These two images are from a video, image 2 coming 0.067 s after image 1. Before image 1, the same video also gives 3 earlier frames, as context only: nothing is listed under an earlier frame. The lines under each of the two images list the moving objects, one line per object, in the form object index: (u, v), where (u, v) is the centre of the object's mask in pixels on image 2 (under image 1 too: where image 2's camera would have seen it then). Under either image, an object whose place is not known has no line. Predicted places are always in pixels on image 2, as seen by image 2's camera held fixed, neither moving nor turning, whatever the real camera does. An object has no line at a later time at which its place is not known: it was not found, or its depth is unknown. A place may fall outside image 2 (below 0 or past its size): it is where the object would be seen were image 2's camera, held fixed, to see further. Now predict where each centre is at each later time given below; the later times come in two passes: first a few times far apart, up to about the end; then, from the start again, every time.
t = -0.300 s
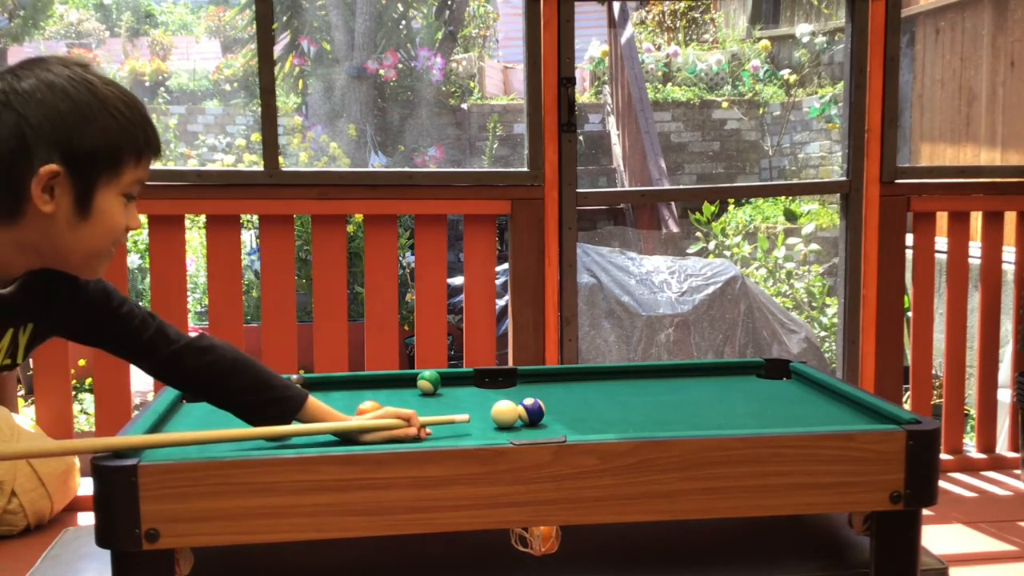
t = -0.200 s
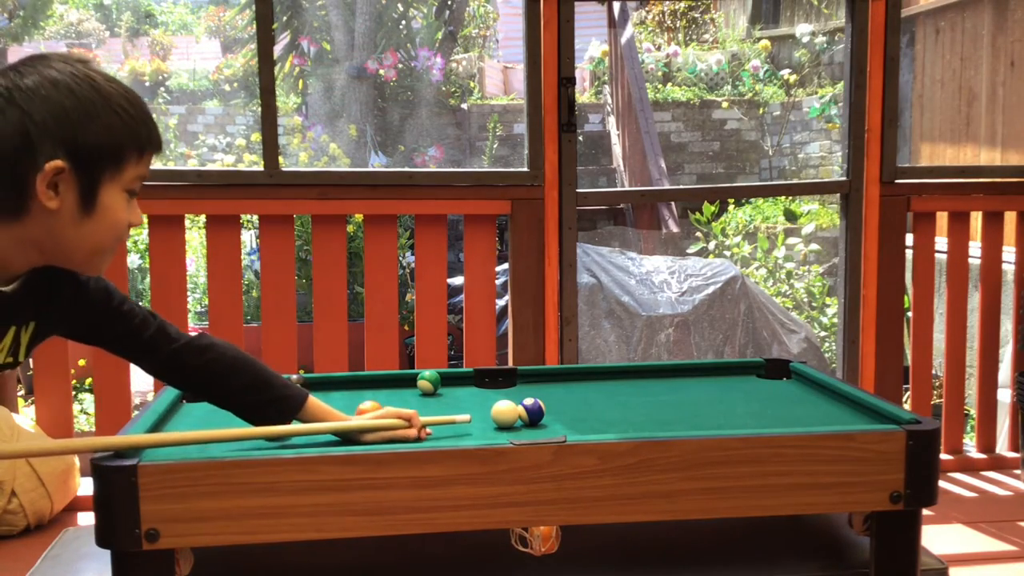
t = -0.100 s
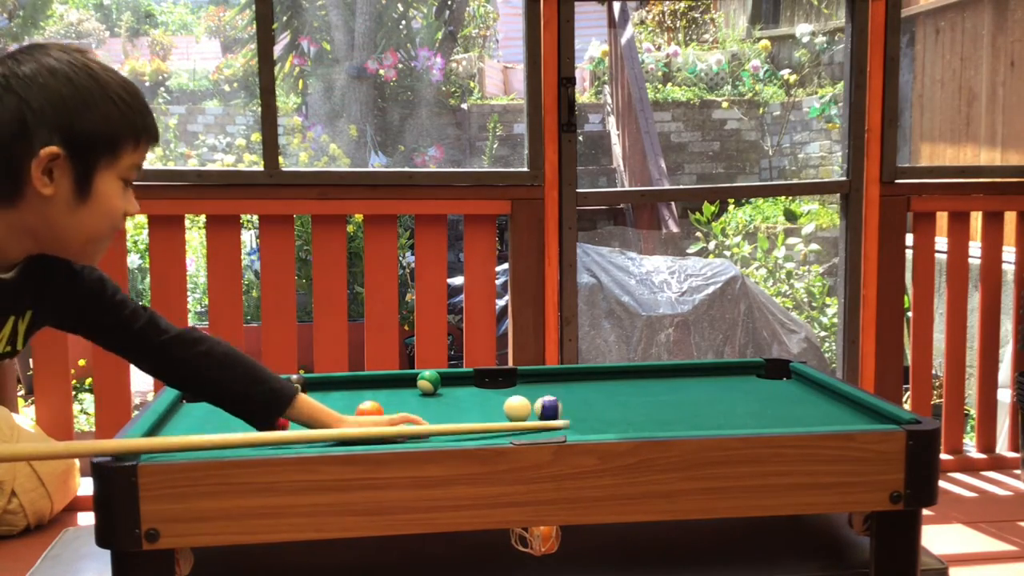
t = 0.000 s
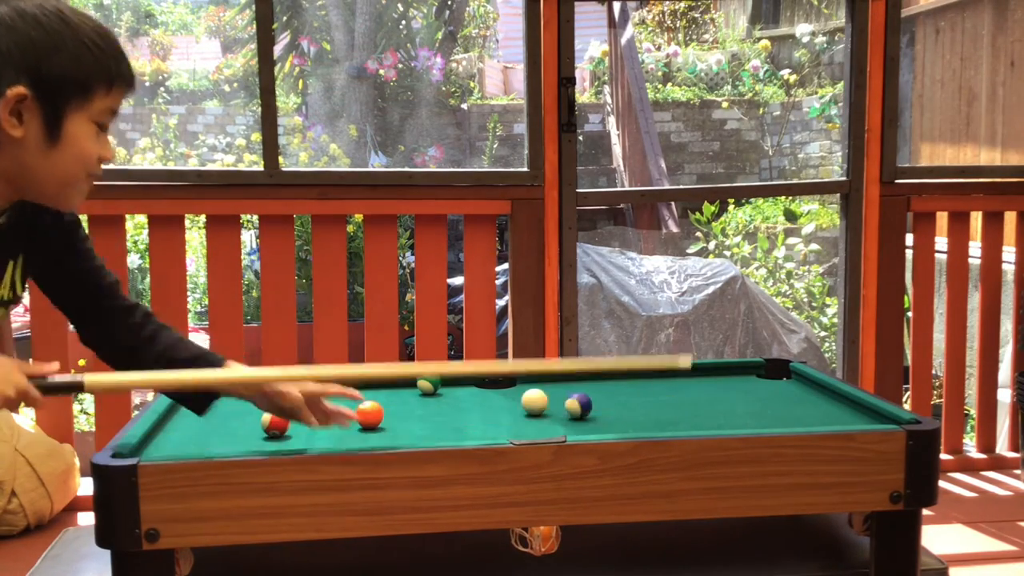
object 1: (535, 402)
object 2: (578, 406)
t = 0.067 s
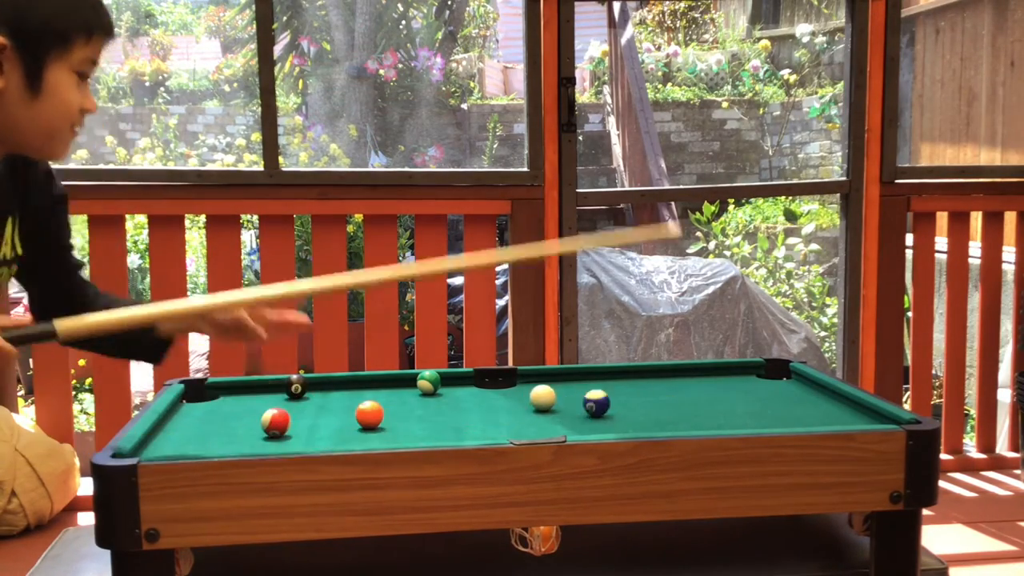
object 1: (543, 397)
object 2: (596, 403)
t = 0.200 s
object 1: (557, 390)
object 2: (629, 398)
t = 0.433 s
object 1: (573, 379)
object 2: (675, 393)
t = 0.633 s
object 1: (580, 372)
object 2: (705, 389)
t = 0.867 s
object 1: (592, 375)
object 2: (730, 385)
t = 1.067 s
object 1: (597, 376)
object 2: (741, 383)
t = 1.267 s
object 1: (597, 377)
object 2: (745, 382)
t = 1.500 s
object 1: (596, 378)
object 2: (744, 382)
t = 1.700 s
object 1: (596, 378)
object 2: (744, 382)
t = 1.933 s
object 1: (596, 378)
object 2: (744, 382)
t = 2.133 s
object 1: (596, 378)
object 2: (744, 382)
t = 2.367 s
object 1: (596, 378)
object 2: (744, 382)
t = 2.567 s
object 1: (595, 378)
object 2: (744, 382)
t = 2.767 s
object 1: (595, 378)
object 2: (744, 382)
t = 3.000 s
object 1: (596, 378)
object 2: (744, 382)
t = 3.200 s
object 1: (596, 378)
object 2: (744, 382)
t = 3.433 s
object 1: (596, 378)
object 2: (744, 382)
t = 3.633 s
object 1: (596, 378)
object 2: (744, 382)
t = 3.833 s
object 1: (596, 378)
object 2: (744, 381)
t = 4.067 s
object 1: (596, 378)
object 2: (744, 381)
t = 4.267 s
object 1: (596, 378)
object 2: (744, 382)
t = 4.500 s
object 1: (595, 378)
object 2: (744, 381)
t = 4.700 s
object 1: (596, 378)
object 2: (744, 381)
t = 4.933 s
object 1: (595, 378)
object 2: (744, 381)
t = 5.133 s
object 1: (596, 378)
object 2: (743, 382)
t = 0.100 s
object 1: (547, 396)
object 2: (605, 402)
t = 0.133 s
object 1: (550, 394)
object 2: (613, 401)
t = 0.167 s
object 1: (553, 392)
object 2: (620, 400)
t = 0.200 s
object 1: (557, 390)
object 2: (629, 398)
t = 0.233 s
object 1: (559, 388)
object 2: (637, 398)
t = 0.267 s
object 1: (562, 387)
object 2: (643, 397)
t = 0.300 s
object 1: (564, 385)
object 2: (650, 396)
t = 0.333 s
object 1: (567, 384)
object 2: (657, 395)
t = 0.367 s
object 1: (569, 382)
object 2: (663, 394)
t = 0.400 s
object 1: (571, 381)
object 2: (670, 393)
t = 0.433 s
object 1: (573, 379)
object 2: (675, 393)
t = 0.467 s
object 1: (574, 378)
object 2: (680, 392)
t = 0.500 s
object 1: (576, 377)
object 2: (685, 391)
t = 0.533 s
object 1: (577, 375)
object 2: (691, 390)
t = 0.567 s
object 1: (578, 374)
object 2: (696, 390)
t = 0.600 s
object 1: (579, 373)
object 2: (701, 389)
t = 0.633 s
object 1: (580, 372)
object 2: (705, 389)
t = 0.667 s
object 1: (582, 372)
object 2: (709, 388)
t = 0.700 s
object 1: (585, 373)
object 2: (713, 388)
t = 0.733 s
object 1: (586, 373)
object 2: (717, 387)
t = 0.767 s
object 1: (588, 374)
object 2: (720, 386)
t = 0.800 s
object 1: (590, 374)
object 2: (724, 386)
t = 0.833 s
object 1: (591, 374)
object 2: (727, 386)
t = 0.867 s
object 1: (592, 375)
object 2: (730, 385)
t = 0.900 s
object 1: (594, 375)
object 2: (732, 385)
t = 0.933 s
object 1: (594, 375)
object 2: (734, 385)
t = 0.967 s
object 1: (595, 375)
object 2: (736, 384)
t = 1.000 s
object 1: (596, 376)
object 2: (738, 384)
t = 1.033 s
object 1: (596, 376)
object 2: (740, 383)
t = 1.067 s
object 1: (597, 376)
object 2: (741, 383)
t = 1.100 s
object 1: (597, 376)
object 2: (742, 383)
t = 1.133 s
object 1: (597, 377)
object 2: (744, 382)
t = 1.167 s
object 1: (597, 377)
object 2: (744, 382)
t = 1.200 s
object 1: (597, 377)
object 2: (745, 382)
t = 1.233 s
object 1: (597, 377)
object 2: (745, 382)
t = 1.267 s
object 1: (597, 377)
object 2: (745, 382)
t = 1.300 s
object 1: (597, 377)
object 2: (745, 382)
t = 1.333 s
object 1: (597, 378)
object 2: (745, 382)
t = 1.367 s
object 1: (597, 378)
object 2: (745, 382)
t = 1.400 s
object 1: (596, 378)
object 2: (745, 382)
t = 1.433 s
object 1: (596, 378)
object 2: (744, 382)
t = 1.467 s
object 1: (596, 378)
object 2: (744, 381)
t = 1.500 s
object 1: (596, 378)
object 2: (744, 382)
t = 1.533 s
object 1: (596, 378)
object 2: (744, 382)
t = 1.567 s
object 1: (596, 378)
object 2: (744, 382)
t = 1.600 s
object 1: (595, 378)
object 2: (744, 382)
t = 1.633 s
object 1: (596, 378)
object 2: (744, 382)
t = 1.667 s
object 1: (596, 378)
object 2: (744, 382)
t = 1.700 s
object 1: (596, 378)
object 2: (744, 382)
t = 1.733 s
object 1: (595, 378)
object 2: (744, 382)
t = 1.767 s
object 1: (595, 378)
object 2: (744, 382)
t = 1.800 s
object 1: (595, 378)
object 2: (744, 382)
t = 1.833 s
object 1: (596, 378)
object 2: (744, 382)
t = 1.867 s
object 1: (595, 378)
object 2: (744, 382)
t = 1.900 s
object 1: (596, 378)
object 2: (744, 382)
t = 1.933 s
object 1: (596, 378)
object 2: (744, 382)
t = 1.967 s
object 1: (596, 378)
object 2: (744, 382)
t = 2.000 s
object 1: (596, 378)
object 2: (744, 382)
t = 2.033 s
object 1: (596, 378)
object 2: (744, 382)
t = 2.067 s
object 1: (596, 378)
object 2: (744, 382)
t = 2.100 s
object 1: (596, 378)
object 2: (744, 382)
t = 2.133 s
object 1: (596, 378)
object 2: (744, 382)
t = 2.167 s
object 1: (596, 378)
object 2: (744, 382)
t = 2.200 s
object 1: (596, 378)
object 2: (744, 382)
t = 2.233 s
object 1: (596, 378)
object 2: (744, 382)
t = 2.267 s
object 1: (595, 378)
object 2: (744, 382)
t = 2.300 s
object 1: (596, 378)
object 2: (744, 382)
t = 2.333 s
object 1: (596, 378)
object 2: (744, 382)
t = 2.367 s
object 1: (596, 378)
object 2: (744, 382)
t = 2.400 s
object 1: (595, 378)
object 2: (744, 382)
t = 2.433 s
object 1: (596, 378)
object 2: (744, 382)
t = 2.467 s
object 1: (595, 378)
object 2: (744, 382)
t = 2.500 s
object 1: (596, 378)
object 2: (744, 382)
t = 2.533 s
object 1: (596, 378)
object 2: (744, 382)
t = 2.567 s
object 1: (595, 378)
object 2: (744, 382)
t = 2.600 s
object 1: (596, 378)
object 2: (744, 382)
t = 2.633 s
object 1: (596, 378)
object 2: (744, 382)
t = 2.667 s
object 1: (595, 378)
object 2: (744, 382)
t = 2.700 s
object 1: (595, 378)
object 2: (744, 382)
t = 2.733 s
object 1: (595, 378)
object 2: (744, 382)
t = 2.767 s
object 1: (595, 378)
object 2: (744, 382)
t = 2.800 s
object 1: (596, 378)
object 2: (744, 382)
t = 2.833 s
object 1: (595, 378)
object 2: (744, 382)
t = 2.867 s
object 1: (596, 378)
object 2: (744, 382)
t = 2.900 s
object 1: (595, 378)
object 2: (744, 382)
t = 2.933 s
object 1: (595, 378)
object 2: (743, 382)
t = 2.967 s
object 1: (596, 378)
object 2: (743, 382)
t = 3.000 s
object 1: (596, 378)
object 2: (744, 382)
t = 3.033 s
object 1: (595, 378)
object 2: (744, 382)
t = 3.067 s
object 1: (595, 378)
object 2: (744, 382)
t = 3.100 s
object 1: (595, 378)
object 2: (744, 382)
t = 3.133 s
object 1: (595, 378)
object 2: (744, 382)
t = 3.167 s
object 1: (596, 378)
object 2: (744, 382)
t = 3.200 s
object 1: (596, 378)
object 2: (744, 382)
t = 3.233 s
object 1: (596, 378)
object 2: (744, 382)
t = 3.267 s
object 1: (595, 378)
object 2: (744, 382)
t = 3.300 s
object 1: (595, 378)
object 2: (744, 382)
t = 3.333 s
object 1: (596, 378)
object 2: (744, 382)
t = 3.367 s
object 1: (596, 378)
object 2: (744, 382)
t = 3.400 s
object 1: (596, 378)
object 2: (744, 382)
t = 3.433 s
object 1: (596, 378)
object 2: (744, 382)
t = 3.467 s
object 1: (596, 378)
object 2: (744, 382)
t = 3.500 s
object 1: (596, 378)
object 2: (744, 382)
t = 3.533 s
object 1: (596, 378)
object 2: (744, 382)
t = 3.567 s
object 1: (596, 378)
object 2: (744, 382)
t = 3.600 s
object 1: (596, 378)
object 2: (744, 382)
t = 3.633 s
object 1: (596, 378)
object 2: (744, 382)
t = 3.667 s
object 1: (595, 378)
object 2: (744, 382)
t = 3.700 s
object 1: (596, 378)
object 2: (744, 381)
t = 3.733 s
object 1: (596, 378)
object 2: (744, 381)
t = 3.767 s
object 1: (596, 378)
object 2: (744, 381)
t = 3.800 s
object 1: (596, 378)
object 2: (744, 381)
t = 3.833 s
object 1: (596, 378)
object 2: (744, 381)
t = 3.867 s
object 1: (596, 378)
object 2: (744, 381)
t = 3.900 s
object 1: (596, 378)
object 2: (744, 382)
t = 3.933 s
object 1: (596, 378)
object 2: (744, 381)
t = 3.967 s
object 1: (596, 378)
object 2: (744, 381)
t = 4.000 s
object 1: (596, 378)
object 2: (744, 382)
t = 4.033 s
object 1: (596, 378)
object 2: (744, 381)
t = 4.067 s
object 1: (596, 378)
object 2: (744, 381)
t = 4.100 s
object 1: (596, 378)
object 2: (744, 382)
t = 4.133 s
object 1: (596, 378)
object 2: (744, 381)
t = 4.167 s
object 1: (596, 378)
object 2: (744, 381)
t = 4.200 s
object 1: (595, 378)
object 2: (744, 381)
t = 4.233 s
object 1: (596, 378)
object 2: (744, 382)
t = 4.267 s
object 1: (596, 378)
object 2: (744, 382)
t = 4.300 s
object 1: (596, 378)
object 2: (743, 382)
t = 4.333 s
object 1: (596, 378)
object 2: (744, 381)
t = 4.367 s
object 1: (595, 378)
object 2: (744, 381)
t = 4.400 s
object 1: (596, 378)
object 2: (744, 381)
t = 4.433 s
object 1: (595, 378)
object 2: (743, 382)
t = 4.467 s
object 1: (596, 378)
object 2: (744, 381)
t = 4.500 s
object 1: (595, 378)
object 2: (744, 381)
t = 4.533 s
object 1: (596, 378)
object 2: (744, 381)
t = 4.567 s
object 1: (596, 378)
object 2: (744, 381)
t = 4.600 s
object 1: (595, 378)
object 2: (744, 381)
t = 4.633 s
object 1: (596, 378)
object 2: (744, 381)
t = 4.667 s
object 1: (596, 378)
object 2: (744, 381)
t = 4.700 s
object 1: (596, 378)
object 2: (744, 381)
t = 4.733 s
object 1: (596, 378)
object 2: (744, 381)
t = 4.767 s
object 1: (595, 378)
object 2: (744, 382)
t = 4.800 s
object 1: (596, 378)
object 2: (744, 381)
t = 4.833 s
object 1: (596, 378)
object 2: (744, 381)
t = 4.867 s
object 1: (596, 378)
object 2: (744, 381)
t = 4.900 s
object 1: (596, 378)
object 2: (744, 381)
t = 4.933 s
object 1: (595, 378)
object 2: (744, 381)
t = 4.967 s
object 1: (596, 378)
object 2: (744, 382)
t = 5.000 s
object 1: (596, 378)
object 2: (743, 382)
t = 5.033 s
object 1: (596, 378)
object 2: (744, 381)
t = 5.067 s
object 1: (596, 378)
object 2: (744, 381)
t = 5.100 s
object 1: (596, 378)
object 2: (744, 382)
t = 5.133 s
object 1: (596, 378)
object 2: (743, 382)
